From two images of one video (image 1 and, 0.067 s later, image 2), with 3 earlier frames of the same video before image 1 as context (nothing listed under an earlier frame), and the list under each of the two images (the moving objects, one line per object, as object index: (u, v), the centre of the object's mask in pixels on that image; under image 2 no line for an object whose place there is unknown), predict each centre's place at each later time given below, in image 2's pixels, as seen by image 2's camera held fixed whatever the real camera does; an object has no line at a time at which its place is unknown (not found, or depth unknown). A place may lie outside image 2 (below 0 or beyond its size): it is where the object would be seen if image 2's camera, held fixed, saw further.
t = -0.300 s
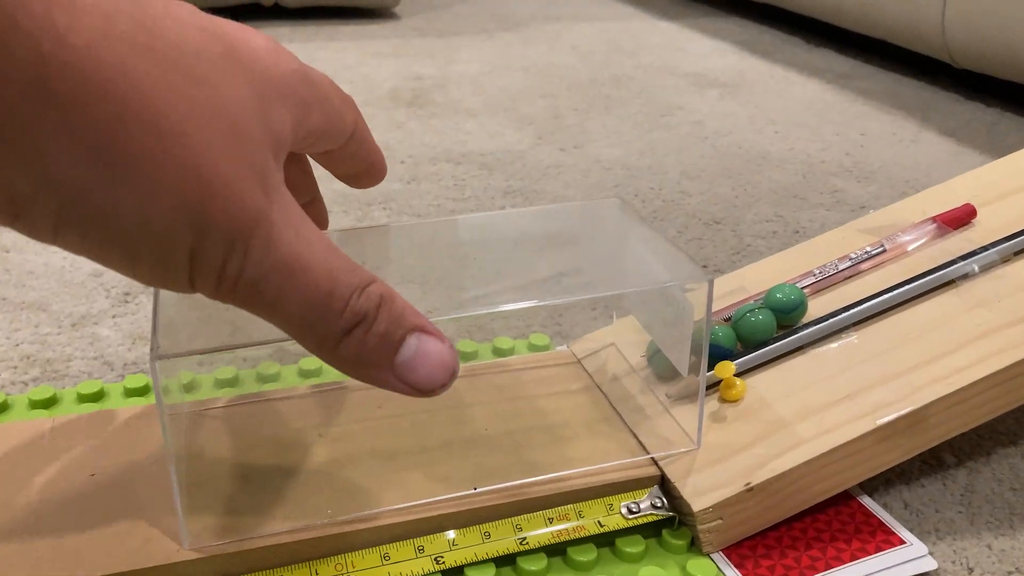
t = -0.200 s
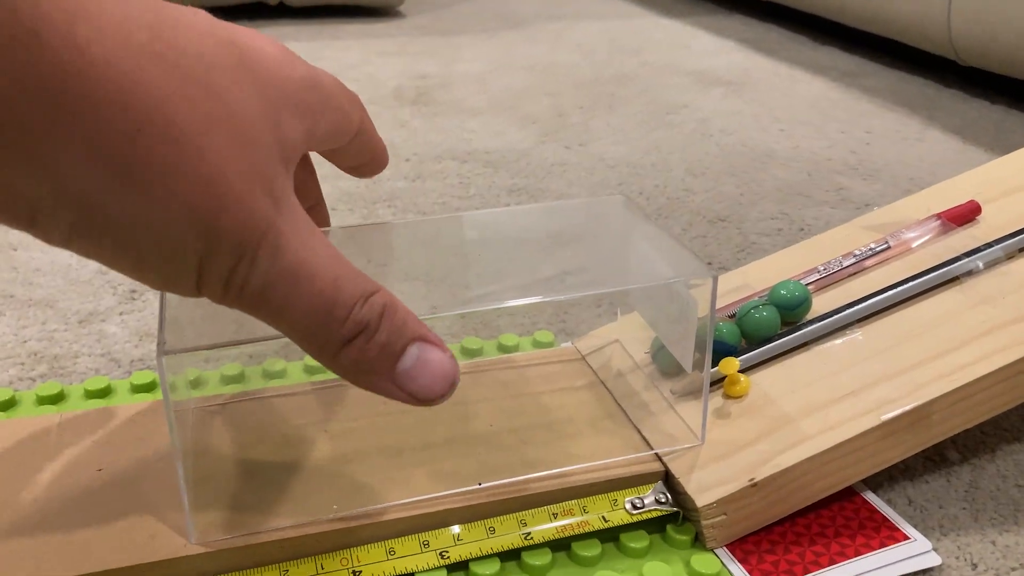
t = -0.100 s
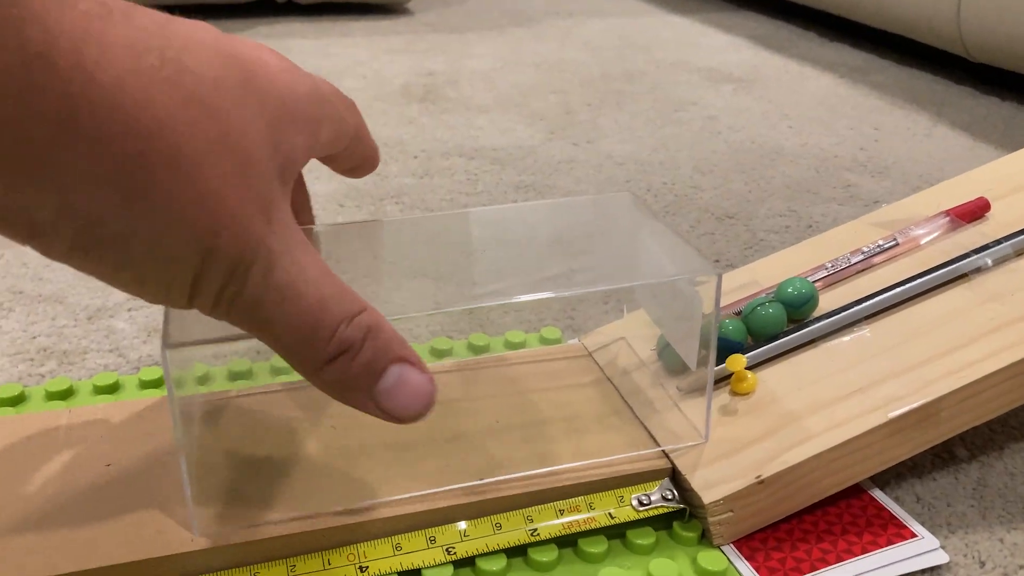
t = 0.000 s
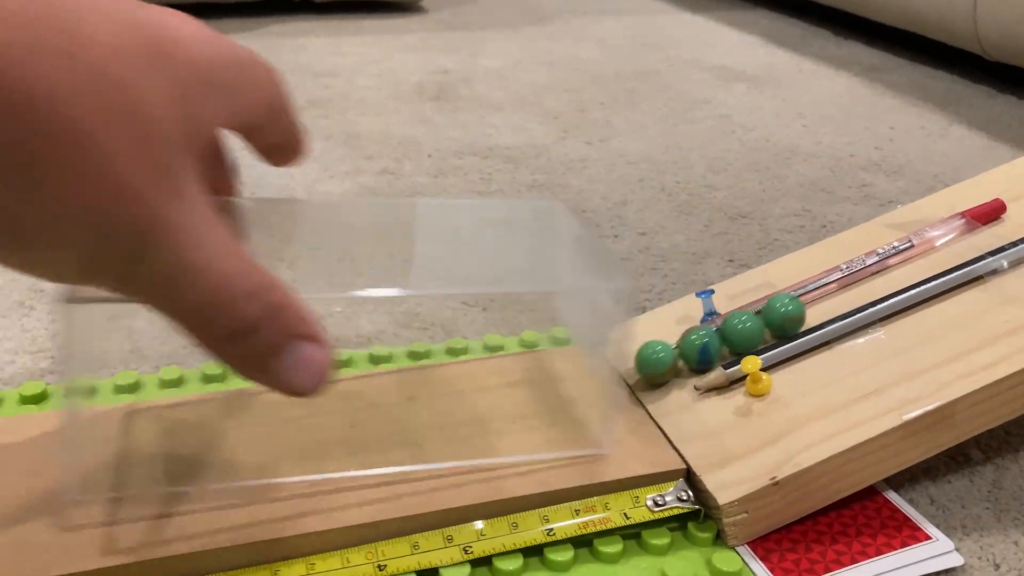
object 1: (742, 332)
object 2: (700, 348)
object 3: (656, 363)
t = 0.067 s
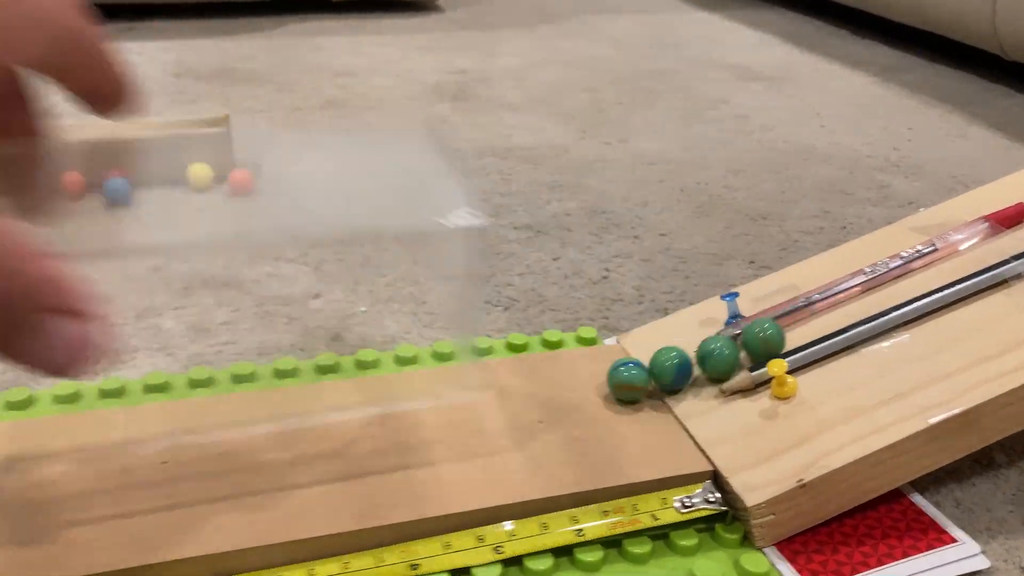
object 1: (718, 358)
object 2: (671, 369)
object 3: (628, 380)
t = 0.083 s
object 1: (702, 366)
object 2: (655, 375)
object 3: (613, 381)
